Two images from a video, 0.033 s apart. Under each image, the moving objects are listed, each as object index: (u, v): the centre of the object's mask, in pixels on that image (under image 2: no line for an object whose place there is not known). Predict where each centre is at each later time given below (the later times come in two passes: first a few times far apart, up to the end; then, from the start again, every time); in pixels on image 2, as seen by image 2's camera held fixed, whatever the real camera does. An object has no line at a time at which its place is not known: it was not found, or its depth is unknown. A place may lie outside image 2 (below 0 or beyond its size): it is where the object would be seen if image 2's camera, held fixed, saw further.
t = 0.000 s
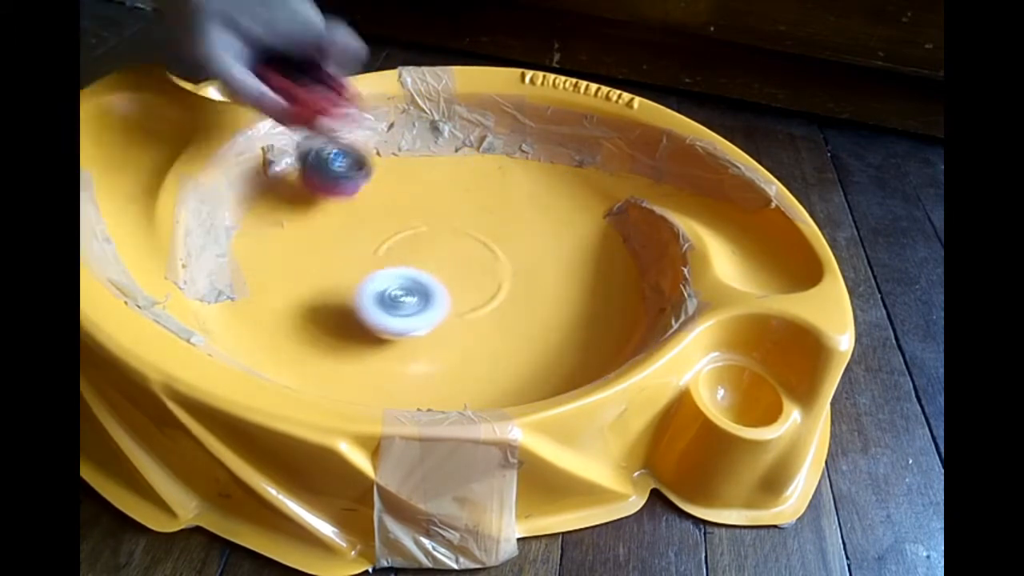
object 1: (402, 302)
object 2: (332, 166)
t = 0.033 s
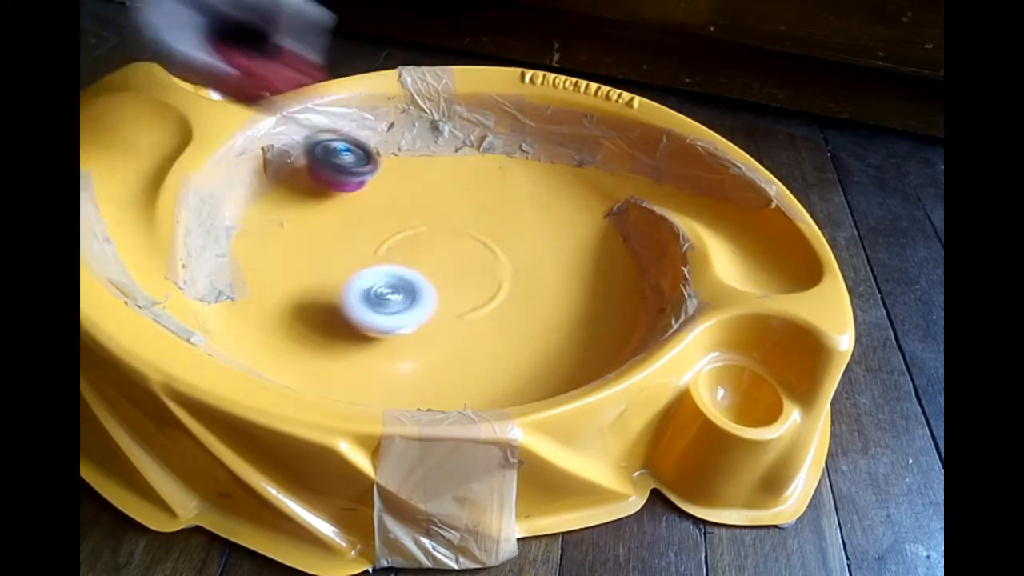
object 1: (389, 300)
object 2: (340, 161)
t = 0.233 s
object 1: (332, 276)
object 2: (376, 139)
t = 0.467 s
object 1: (315, 231)
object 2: (354, 135)
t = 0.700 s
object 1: (340, 217)
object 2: (337, 146)
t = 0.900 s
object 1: (380, 236)
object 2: (383, 154)
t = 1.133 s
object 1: (409, 264)
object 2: (450, 175)
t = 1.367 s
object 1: (446, 291)
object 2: (519, 170)
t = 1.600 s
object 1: (454, 305)
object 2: (555, 175)
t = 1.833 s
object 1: (460, 304)
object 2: (548, 192)
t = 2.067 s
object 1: (457, 285)
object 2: (593, 258)
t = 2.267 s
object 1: (493, 270)
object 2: (607, 246)
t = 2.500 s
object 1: (419, 257)
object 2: (626, 244)
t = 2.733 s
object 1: (356, 224)
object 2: (540, 234)
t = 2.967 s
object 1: (324, 191)
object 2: (455, 298)
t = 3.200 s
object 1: (364, 178)
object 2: (488, 358)
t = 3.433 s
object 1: (406, 200)
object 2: (517, 313)
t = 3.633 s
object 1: (412, 199)
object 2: (445, 327)
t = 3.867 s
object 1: (424, 170)
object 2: (524, 361)
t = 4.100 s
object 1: (472, 185)
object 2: (504, 287)
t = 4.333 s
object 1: (470, 205)
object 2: (404, 257)
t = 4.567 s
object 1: (449, 205)
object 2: (312, 267)
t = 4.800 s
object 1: (430, 203)
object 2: (343, 304)
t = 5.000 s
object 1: (412, 210)
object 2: (405, 277)
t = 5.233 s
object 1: (376, 157)
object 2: (505, 365)
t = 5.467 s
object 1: (408, 138)
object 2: (581, 342)
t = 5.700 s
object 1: (443, 151)
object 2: (539, 278)
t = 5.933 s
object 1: (452, 184)
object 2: (445, 243)
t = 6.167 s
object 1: (453, 141)
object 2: (380, 308)
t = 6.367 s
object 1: (471, 156)
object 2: (385, 353)
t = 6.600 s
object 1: (472, 187)
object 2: (436, 319)
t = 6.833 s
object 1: (451, 211)
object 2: (408, 259)
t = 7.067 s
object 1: (483, 198)
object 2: (296, 279)
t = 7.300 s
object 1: (495, 215)
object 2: (262, 305)
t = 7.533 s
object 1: (505, 222)
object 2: (332, 293)
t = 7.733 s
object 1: (511, 230)
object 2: (379, 254)
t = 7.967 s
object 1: (516, 233)
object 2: (433, 216)
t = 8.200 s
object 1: (519, 244)
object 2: (449, 182)
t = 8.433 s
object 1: (518, 250)
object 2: (436, 182)
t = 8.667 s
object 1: (517, 252)
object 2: (448, 213)
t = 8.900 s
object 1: (522, 256)
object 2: (418, 249)
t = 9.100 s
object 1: (513, 260)
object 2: (399, 284)
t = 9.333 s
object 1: (514, 257)
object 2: (414, 317)
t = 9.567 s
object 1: (515, 247)
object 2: (448, 308)
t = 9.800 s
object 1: (516, 236)
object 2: (449, 268)
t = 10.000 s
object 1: (512, 233)
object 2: (412, 248)
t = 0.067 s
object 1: (377, 298)
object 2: (348, 159)
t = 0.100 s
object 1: (365, 294)
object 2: (355, 145)
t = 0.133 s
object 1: (357, 290)
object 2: (359, 140)
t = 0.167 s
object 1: (348, 286)
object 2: (363, 134)
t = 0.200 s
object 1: (340, 281)
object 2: (369, 134)
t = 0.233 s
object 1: (332, 276)
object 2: (376, 139)
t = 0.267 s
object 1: (325, 270)
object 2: (380, 143)
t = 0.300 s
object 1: (320, 264)
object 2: (381, 146)
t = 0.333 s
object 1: (316, 257)
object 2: (380, 147)
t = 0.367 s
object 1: (314, 250)
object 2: (376, 146)
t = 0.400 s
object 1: (313, 243)
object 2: (370, 142)
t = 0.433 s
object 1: (313, 236)
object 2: (361, 138)
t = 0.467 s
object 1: (315, 231)
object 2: (354, 135)
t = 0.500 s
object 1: (318, 226)
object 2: (346, 141)
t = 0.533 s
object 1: (321, 221)
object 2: (341, 145)
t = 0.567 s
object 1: (325, 216)
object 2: (336, 148)
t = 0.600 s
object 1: (329, 211)
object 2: (333, 151)
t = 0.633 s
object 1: (333, 209)
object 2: (332, 153)
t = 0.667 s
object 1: (336, 214)
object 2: (334, 150)
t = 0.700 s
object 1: (340, 217)
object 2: (337, 146)
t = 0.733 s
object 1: (344, 221)
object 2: (340, 142)
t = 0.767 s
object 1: (350, 224)
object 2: (345, 141)
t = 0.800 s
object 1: (357, 227)
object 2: (352, 142)
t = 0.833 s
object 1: (365, 231)
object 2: (361, 144)
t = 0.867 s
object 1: (373, 234)
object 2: (374, 149)
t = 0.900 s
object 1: (380, 236)
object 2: (383, 154)
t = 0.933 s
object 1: (383, 238)
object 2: (393, 158)
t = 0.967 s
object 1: (386, 241)
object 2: (403, 162)
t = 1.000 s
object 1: (389, 245)
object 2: (411, 164)
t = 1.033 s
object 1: (392, 248)
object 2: (418, 166)
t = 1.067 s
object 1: (397, 253)
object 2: (427, 169)
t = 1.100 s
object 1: (403, 259)
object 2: (437, 172)
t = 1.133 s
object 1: (409, 264)
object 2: (450, 175)
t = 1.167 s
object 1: (415, 270)
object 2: (463, 176)
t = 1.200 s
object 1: (422, 277)
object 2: (476, 177)
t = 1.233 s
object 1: (428, 283)
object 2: (488, 177)
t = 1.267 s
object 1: (433, 286)
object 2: (499, 174)
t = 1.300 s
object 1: (438, 288)
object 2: (508, 172)
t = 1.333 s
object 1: (442, 289)
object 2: (514, 170)
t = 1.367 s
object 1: (446, 291)
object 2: (519, 170)
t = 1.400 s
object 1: (449, 293)
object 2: (523, 171)
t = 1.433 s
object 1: (451, 296)
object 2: (527, 173)
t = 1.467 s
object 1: (452, 298)
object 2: (532, 174)
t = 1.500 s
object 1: (452, 300)
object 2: (538, 175)
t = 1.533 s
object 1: (452, 302)
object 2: (544, 176)
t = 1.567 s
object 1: (453, 304)
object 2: (550, 176)
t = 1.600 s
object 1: (454, 305)
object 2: (555, 175)
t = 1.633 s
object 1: (455, 306)
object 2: (557, 174)
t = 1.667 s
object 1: (457, 306)
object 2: (557, 172)
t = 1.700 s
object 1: (458, 306)
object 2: (553, 174)
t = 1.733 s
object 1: (459, 306)
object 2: (551, 176)
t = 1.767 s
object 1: (459, 306)
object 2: (550, 179)
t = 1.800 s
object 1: (460, 305)
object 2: (549, 184)
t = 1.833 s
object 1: (460, 304)
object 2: (548, 192)
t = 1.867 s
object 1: (460, 302)
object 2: (548, 200)
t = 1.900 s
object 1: (459, 300)
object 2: (549, 209)
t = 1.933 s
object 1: (459, 297)
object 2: (553, 219)
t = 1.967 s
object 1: (459, 294)
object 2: (559, 229)
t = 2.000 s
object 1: (458, 291)
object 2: (568, 240)
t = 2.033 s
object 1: (457, 288)
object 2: (579, 249)
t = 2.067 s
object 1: (457, 285)
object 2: (593, 258)
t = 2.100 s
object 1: (459, 282)
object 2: (606, 264)
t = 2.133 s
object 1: (465, 280)
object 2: (617, 266)
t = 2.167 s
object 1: (473, 277)
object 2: (626, 264)
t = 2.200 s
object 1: (482, 275)
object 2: (624, 257)
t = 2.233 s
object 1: (489, 272)
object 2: (617, 250)
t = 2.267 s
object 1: (493, 270)
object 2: (607, 246)
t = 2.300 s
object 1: (494, 267)
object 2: (594, 244)
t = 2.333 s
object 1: (494, 266)
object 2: (580, 246)
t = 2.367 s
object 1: (492, 266)
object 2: (572, 250)
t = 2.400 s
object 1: (471, 264)
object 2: (590, 254)
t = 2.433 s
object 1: (450, 262)
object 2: (606, 255)
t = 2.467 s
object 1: (433, 260)
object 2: (619, 252)
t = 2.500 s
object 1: (419, 257)
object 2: (626, 244)
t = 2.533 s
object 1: (409, 253)
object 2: (620, 236)
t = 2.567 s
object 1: (400, 249)
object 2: (612, 230)
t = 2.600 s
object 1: (392, 245)
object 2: (602, 226)
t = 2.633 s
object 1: (385, 240)
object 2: (588, 224)
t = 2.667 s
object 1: (375, 235)
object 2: (572, 224)
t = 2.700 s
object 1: (364, 229)
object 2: (555, 228)
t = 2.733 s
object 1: (356, 224)
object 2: (540, 234)
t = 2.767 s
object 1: (349, 219)
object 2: (525, 241)
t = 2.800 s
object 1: (343, 215)
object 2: (511, 246)
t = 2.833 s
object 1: (337, 211)
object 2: (501, 254)
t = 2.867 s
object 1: (332, 207)
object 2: (489, 264)
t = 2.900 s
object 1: (328, 202)
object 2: (477, 276)
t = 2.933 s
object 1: (325, 196)
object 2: (464, 288)
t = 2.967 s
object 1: (324, 191)
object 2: (455, 298)
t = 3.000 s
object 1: (325, 185)
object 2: (448, 309)
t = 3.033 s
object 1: (329, 181)
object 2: (446, 318)
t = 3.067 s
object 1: (333, 178)
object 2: (449, 329)
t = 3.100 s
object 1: (339, 176)
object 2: (456, 339)
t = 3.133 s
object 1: (346, 175)
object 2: (464, 348)
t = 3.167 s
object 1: (355, 176)
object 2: (475, 354)
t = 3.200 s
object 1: (364, 178)
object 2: (488, 358)
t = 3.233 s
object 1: (373, 180)
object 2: (500, 357)
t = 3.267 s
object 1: (382, 183)
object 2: (512, 356)
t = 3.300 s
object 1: (389, 186)
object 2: (521, 351)
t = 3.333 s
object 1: (395, 188)
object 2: (526, 343)
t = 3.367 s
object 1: (399, 192)
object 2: (528, 333)
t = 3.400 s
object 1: (403, 196)
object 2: (525, 323)
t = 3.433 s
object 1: (406, 200)
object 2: (517, 313)
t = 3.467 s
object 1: (409, 204)
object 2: (507, 305)
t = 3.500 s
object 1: (412, 209)
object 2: (496, 295)
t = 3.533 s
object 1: (418, 215)
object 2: (483, 287)
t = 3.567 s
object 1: (421, 219)
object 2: (470, 284)
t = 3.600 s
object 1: (422, 222)
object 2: (456, 285)
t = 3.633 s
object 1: (412, 199)
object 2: (445, 327)
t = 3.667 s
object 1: (409, 191)
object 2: (447, 344)
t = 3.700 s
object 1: (406, 184)
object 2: (455, 360)
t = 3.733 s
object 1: (405, 179)
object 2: (469, 374)
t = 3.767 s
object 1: (407, 176)
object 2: (485, 374)
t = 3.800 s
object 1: (411, 173)
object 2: (504, 371)
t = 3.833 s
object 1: (417, 171)
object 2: (516, 366)
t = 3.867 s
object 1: (424, 170)
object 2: (524, 361)
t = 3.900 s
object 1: (432, 170)
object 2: (531, 352)
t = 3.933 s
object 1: (440, 170)
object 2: (534, 342)
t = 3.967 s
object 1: (448, 171)
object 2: (535, 331)
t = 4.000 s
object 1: (456, 174)
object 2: (532, 320)
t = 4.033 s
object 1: (463, 177)
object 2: (525, 308)
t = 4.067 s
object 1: (468, 181)
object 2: (516, 297)
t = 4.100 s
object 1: (472, 185)
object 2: (504, 287)
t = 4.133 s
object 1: (474, 189)
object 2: (491, 277)
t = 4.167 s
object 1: (475, 194)
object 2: (479, 272)
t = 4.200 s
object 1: (476, 198)
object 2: (466, 267)
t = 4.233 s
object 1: (476, 204)
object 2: (451, 260)
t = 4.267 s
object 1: (475, 206)
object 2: (436, 257)
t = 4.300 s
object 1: (473, 206)
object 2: (421, 257)
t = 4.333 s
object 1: (470, 205)
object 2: (404, 257)
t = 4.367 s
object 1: (467, 204)
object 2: (387, 256)
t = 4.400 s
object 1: (464, 201)
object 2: (371, 256)
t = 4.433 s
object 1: (457, 199)
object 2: (356, 255)
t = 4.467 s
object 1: (452, 198)
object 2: (343, 256)
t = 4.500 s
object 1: (450, 200)
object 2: (331, 258)
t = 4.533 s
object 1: (448, 203)
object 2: (321, 262)
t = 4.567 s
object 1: (449, 205)
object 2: (312, 267)
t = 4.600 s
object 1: (450, 207)
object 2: (306, 273)
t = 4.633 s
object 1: (451, 207)
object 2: (304, 279)
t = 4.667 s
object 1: (450, 206)
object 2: (305, 285)
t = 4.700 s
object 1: (448, 205)
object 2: (312, 292)
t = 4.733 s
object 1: (443, 203)
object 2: (321, 298)
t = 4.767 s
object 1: (437, 203)
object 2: (332, 302)
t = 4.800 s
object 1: (430, 203)
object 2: (343, 304)
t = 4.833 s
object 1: (427, 204)
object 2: (356, 303)
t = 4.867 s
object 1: (426, 207)
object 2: (367, 301)
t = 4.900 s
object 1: (425, 208)
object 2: (379, 296)
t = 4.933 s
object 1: (422, 209)
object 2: (389, 292)
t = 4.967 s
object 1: (417, 210)
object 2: (398, 285)
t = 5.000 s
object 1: (412, 210)
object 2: (405, 277)
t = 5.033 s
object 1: (406, 210)
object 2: (409, 270)
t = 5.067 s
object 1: (399, 202)
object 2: (415, 274)
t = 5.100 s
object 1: (392, 189)
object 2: (431, 299)
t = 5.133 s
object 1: (385, 179)
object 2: (447, 317)
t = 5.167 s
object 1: (378, 170)
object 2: (467, 338)
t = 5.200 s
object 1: (376, 163)
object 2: (486, 353)
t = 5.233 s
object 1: (376, 157)
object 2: (505, 365)
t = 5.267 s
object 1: (378, 153)
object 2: (522, 369)
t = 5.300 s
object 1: (383, 149)
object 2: (536, 365)
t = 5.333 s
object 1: (388, 146)
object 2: (545, 362)
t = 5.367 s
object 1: (394, 143)
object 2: (555, 358)
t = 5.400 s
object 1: (399, 141)
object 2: (565, 354)
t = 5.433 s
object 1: (404, 140)
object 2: (575, 349)
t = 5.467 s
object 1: (408, 138)
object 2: (581, 342)
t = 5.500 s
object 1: (412, 138)
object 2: (584, 333)
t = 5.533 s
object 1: (417, 138)
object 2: (584, 323)
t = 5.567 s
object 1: (421, 139)
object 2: (580, 313)
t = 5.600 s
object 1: (425, 141)
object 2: (573, 304)
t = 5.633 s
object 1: (430, 144)
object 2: (563, 294)
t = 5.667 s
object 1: (436, 147)
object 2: (552, 286)
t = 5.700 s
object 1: (443, 151)
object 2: (539, 278)
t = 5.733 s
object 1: (448, 156)
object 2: (525, 270)
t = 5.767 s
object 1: (453, 162)
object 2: (511, 263)
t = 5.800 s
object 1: (456, 168)
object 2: (500, 258)
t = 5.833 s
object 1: (457, 173)
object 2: (488, 253)
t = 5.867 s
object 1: (457, 180)
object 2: (474, 248)
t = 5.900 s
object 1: (455, 184)
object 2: (460, 243)
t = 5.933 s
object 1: (452, 184)
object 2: (445, 243)
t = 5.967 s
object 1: (446, 170)
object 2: (435, 257)
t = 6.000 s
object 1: (441, 159)
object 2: (425, 268)
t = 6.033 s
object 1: (438, 150)
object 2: (412, 278)
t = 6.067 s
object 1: (439, 145)
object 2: (402, 284)
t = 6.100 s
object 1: (442, 142)
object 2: (394, 292)
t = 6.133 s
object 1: (447, 141)
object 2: (386, 299)
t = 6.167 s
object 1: (453, 141)
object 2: (380, 308)
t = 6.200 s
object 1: (459, 143)
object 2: (374, 316)
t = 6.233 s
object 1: (464, 145)
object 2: (371, 325)
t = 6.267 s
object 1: (466, 147)
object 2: (370, 332)
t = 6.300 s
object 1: (468, 150)
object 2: (372, 340)
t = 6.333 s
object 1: (470, 153)
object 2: (378, 348)
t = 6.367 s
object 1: (471, 156)
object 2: (385, 353)
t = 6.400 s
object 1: (472, 159)
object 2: (395, 355)
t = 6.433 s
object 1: (474, 163)
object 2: (406, 355)
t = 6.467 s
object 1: (474, 168)
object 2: (416, 351)
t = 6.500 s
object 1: (474, 173)
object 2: (425, 345)
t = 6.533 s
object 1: (473, 178)
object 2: (431, 337)
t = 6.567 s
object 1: (473, 183)
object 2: (434, 328)
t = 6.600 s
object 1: (472, 187)
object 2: (436, 319)
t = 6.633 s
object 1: (471, 191)
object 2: (435, 310)
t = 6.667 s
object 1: (469, 195)
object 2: (433, 300)
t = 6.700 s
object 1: (468, 198)
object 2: (431, 291)
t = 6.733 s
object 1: (466, 202)
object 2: (426, 284)
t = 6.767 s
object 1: (462, 204)
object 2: (422, 275)
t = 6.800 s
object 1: (457, 208)
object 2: (416, 267)
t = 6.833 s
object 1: (451, 211)
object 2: (408, 259)
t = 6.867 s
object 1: (451, 206)
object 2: (388, 261)
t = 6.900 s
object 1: (456, 202)
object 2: (367, 264)
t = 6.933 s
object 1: (461, 198)
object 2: (349, 268)
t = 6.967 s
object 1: (464, 196)
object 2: (334, 269)
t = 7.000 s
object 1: (468, 194)
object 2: (321, 272)
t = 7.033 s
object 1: (476, 196)
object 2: (307, 275)
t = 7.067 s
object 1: (483, 198)
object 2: (296, 279)
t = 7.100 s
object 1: (490, 200)
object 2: (282, 283)
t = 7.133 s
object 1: (493, 203)
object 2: (273, 288)
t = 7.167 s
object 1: (494, 206)
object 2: (262, 293)
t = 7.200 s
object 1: (495, 208)
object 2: (258, 296)
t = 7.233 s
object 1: (495, 211)
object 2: (255, 298)
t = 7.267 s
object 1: (495, 213)
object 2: (257, 301)
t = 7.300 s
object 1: (495, 215)
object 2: (262, 305)
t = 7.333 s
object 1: (496, 216)
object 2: (267, 307)
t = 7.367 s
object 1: (499, 217)
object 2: (277, 307)
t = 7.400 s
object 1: (501, 218)
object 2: (286, 305)
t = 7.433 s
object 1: (502, 219)
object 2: (296, 304)
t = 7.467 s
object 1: (503, 220)
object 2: (309, 301)
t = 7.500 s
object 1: (504, 221)
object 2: (321, 298)
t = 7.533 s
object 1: (505, 222)
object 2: (332, 293)
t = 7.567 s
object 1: (506, 223)
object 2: (343, 287)
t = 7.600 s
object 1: (507, 225)
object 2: (352, 281)
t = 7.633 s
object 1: (508, 226)
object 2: (360, 274)
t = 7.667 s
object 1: (509, 228)
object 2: (370, 267)
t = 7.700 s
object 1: (510, 229)
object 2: (376, 261)
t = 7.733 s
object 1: (511, 230)
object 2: (379, 254)
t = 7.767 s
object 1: (511, 231)
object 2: (388, 247)
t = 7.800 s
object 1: (512, 231)
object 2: (395, 243)
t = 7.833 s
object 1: (512, 231)
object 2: (403, 237)
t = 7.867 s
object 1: (512, 232)
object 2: (412, 231)
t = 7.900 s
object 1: (513, 232)
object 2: (420, 227)
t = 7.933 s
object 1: (513, 232)
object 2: (428, 221)
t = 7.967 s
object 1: (516, 233)
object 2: (433, 216)
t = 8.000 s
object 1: (523, 235)
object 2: (437, 212)
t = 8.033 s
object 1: (525, 236)
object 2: (442, 207)
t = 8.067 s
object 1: (526, 237)
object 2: (446, 201)
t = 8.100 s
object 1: (525, 239)
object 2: (447, 196)
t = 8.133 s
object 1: (523, 240)
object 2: (448, 192)
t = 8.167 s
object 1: (520, 242)
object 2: (449, 186)
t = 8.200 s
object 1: (519, 244)
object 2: (449, 182)
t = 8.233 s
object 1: (517, 245)
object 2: (448, 179)
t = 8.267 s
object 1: (517, 247)
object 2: (446, 177)
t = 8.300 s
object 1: (517, 248)
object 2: (443, 176)
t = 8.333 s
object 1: (517, 248)
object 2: (440, 176)
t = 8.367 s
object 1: (518, 249)
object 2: (438, 177)
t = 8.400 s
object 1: (518, 249)
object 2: (437, 179)
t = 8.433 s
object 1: (518, 250)
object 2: (436, 182)
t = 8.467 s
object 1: (518, 251)
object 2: (437, 185)
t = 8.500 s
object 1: (518, 251)
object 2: (437, 189)
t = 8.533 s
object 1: (517, 252)
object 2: (438, 193)
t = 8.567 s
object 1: (517, 252)
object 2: (440, 197)
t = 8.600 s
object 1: (516, 252)
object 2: (441, 202)
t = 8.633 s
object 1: (517, 252)
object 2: (444, 207)
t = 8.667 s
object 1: (517, 252)
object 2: (448, 213)
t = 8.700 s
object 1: (520, 252)
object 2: (449, 218)
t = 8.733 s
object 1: (524, 252)
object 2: (445, 222)
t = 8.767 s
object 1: (526, 252)
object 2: (438, 227)
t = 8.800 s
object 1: (526, 252)
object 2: (432, 232)
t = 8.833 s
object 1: (526, 254)
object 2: (428, 238)
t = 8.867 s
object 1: (524, 255)
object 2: (423, 243)
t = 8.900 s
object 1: (522, 256)
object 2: (418, 249)
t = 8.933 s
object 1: (521, 257)
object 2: (414, 256)
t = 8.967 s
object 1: (519, 258)
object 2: (410, 262)
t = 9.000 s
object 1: (517, 259)
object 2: (405, 268)
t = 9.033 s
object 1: (514, 260)
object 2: (401, 275)
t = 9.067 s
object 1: (513, 260)
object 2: (400, 280)
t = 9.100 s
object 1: (513, 260)
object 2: (399, 284)
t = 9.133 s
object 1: (513, 260)
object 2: (395, 289)
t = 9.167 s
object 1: (513, 260)
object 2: (393, 293)
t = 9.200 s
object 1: (513, 261)
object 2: (395, 299)
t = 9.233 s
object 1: (514, 260)
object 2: (398, 305)
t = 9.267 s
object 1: (514, 259)
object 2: (403, 310)
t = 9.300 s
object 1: (514, 258)
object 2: (408, 314)
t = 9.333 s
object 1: (514, 257)
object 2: (414, 317)
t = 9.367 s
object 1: (515, 256)
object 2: (420, 318)
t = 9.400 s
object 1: (515, 254)
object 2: (425, 318)
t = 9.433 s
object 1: (515, 253)
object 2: (431, 318)
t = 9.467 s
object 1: (515, 251)
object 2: (437, 316)
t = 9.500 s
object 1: (515, 250)
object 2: (441, 314)
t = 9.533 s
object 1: (515, 248)
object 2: (445, 312)
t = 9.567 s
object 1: (515, 247)
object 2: (448, 308)
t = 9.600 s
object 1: (515, 246)
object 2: (452, 304)
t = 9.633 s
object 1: (515, 245)
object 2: (455, 298)
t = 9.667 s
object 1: (515, 243)
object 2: (458, 289)
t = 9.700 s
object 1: (516, 242)
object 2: (458, 283)
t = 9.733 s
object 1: (515, 240)
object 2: (456, 279)
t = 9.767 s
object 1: (516, 238)
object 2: (453, 274)
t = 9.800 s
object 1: (516, 236)
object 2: (449, 268)
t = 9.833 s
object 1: (516, 235)
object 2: (444, 264)
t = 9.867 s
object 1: (515, 234)
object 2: (438, 260)
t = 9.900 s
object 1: (514, 234)
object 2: (431, 257)
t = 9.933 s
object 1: (513, 233)
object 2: (425, 253)
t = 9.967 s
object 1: (512, 232)
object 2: (418, 250)
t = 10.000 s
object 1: (512, 233)
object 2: (412, 248)
